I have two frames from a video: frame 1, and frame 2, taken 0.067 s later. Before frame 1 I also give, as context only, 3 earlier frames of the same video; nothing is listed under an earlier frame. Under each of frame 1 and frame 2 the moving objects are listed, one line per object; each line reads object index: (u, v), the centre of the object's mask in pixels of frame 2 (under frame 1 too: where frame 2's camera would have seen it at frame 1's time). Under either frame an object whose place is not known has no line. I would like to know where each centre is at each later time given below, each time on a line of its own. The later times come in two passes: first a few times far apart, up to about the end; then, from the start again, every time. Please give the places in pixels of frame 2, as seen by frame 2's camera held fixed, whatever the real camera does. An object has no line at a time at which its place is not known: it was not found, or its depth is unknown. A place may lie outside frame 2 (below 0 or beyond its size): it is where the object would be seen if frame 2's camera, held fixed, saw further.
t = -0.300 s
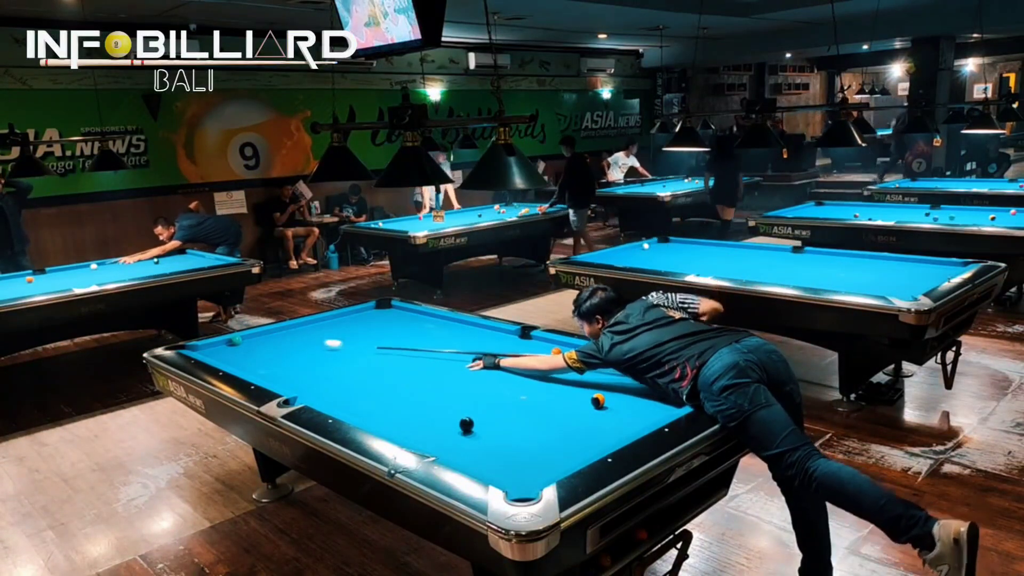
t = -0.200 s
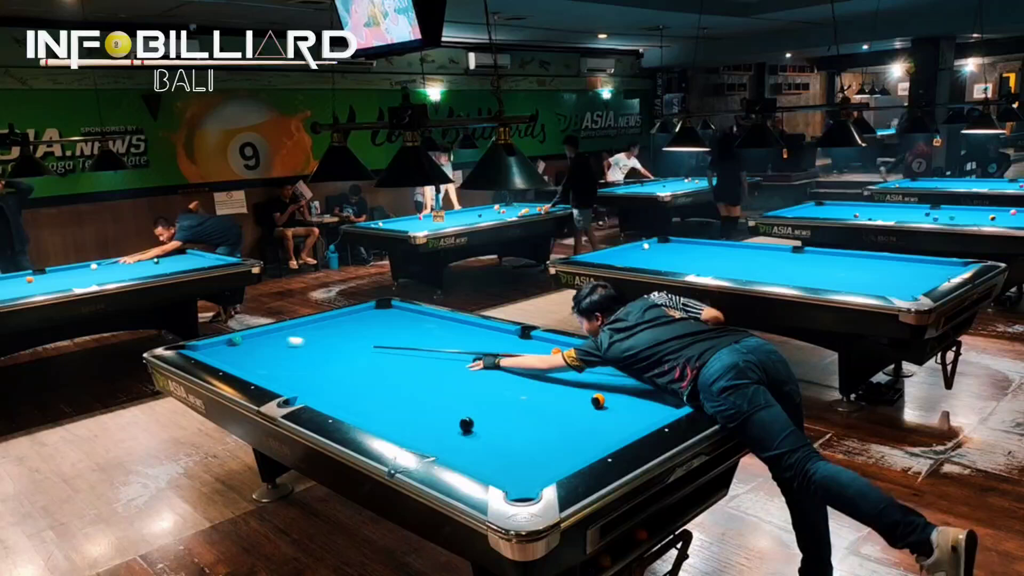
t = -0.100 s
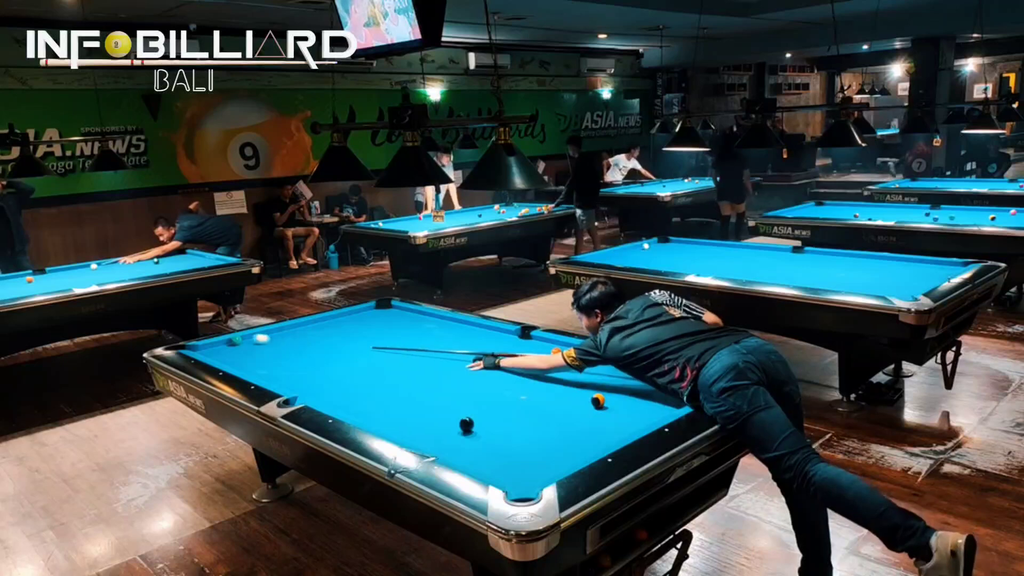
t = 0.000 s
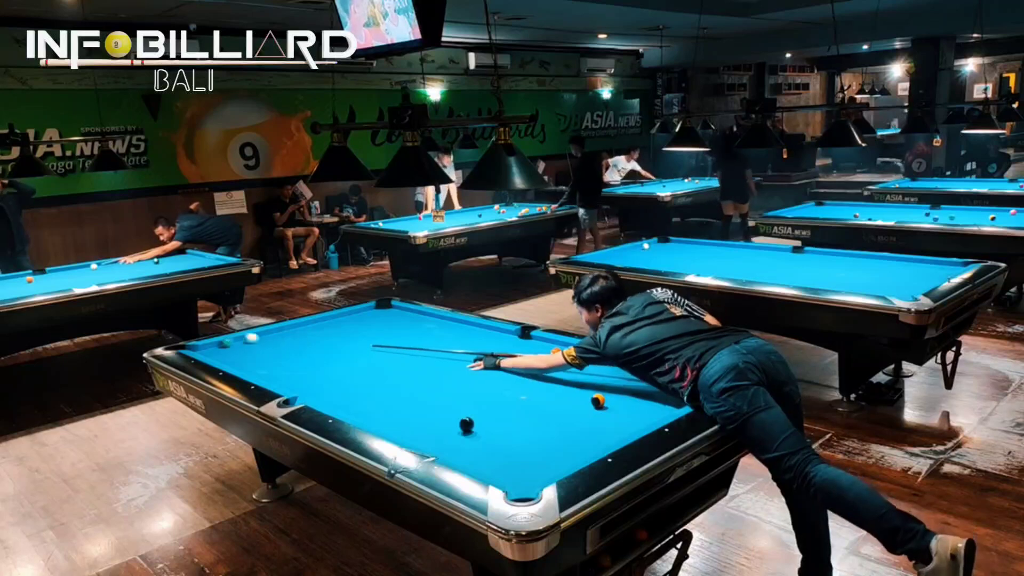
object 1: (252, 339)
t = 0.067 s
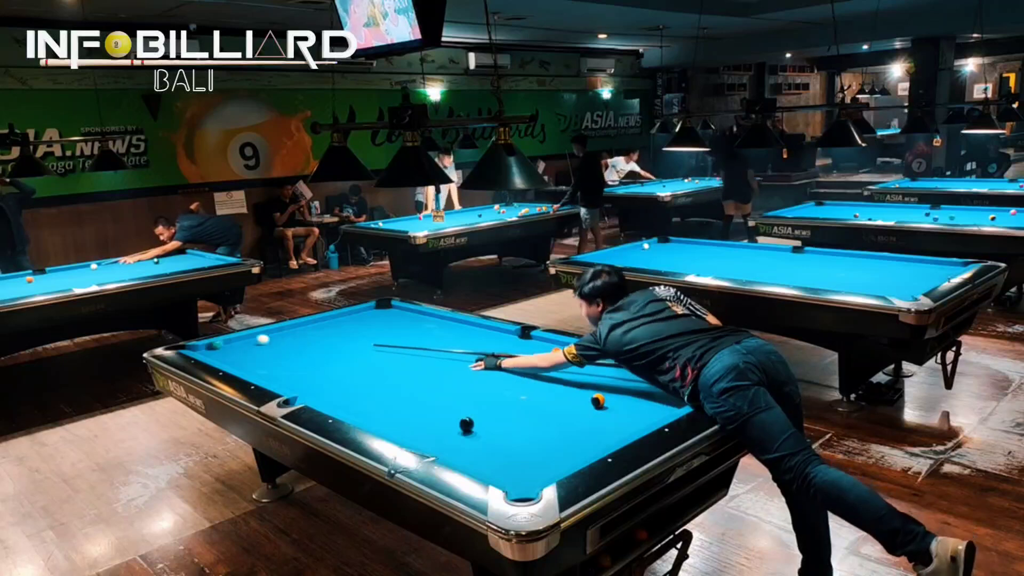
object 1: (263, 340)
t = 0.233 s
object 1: (288, 344)
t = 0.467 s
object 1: (322, 350)
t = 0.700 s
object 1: (358, 356)
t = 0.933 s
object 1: (396, 362)
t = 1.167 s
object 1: (436, 369)
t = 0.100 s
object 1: (270, 342)
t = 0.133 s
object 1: (274, 343)
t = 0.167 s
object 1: (278, 343)
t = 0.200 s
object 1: (283, 344)
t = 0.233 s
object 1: (288, 344)
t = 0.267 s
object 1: (292, 345)
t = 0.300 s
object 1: (297, 346)
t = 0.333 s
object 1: (302, 347)
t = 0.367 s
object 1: (307, 347)
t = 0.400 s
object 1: (312, 348)
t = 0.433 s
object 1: (317, 349)
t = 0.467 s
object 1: (322, 350)
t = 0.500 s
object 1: (327, 350)
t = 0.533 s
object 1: (332, 351)
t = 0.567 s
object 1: (337, 352)
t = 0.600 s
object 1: (342, 353)
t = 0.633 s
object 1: (348, 354)
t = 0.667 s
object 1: (353, 355)
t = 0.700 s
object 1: (358, 356)
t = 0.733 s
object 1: (364, 357)
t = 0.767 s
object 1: (369, 357)
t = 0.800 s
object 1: (374, 358)
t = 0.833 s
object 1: (380, 359)
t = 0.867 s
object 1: (385, 360)
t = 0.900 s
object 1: (391, 361)
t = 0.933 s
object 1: (396, 362)
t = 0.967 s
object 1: (402, 363)
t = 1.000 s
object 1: (407, 364)
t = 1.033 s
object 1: (413, 365)
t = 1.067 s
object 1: (419, 366)
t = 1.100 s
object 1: (425, 367)
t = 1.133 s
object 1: (430, 368)
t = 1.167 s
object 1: (436, 369)
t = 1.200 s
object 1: (442, 370)
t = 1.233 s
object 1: (448, 371)
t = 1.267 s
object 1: (453, 371)
